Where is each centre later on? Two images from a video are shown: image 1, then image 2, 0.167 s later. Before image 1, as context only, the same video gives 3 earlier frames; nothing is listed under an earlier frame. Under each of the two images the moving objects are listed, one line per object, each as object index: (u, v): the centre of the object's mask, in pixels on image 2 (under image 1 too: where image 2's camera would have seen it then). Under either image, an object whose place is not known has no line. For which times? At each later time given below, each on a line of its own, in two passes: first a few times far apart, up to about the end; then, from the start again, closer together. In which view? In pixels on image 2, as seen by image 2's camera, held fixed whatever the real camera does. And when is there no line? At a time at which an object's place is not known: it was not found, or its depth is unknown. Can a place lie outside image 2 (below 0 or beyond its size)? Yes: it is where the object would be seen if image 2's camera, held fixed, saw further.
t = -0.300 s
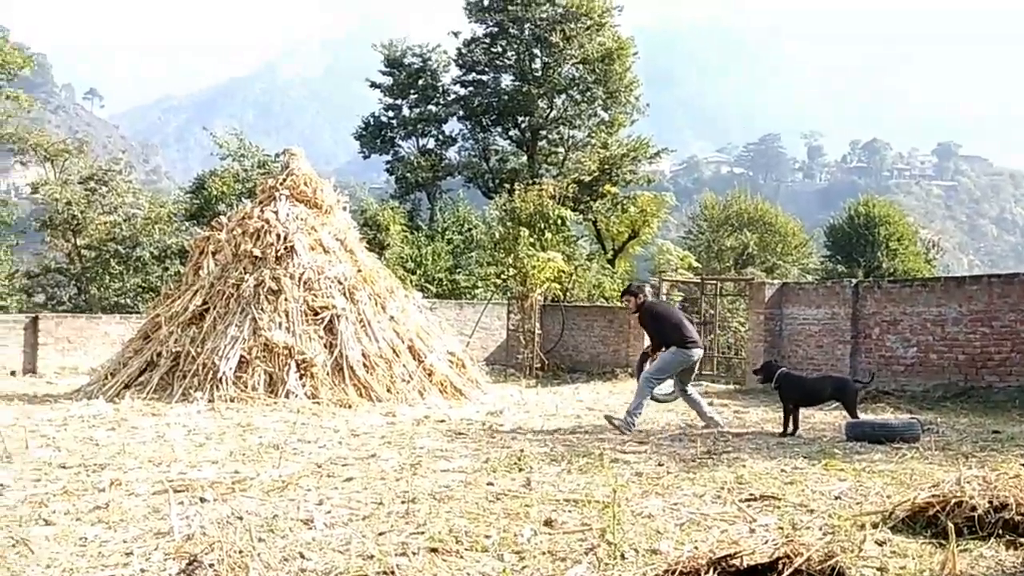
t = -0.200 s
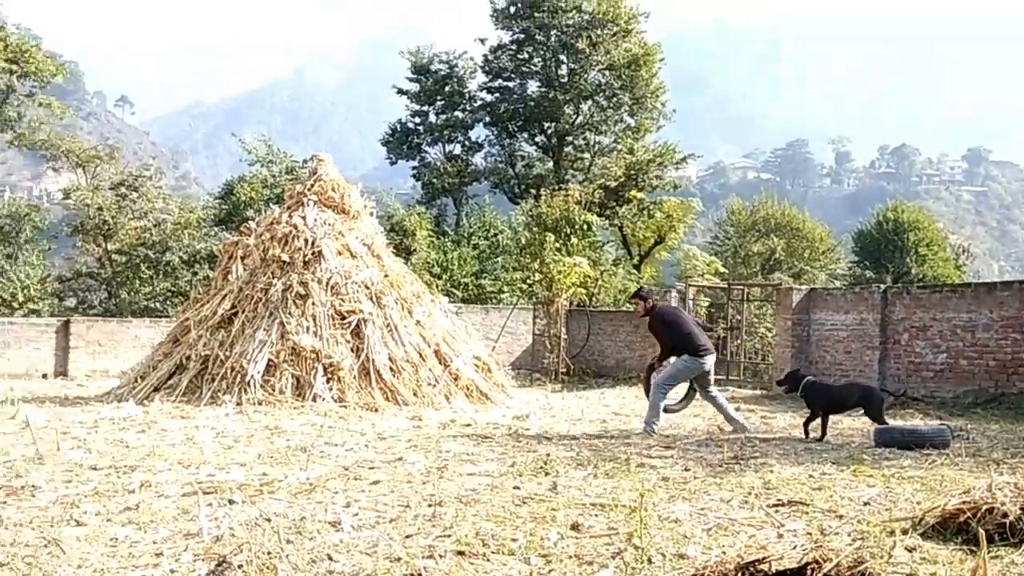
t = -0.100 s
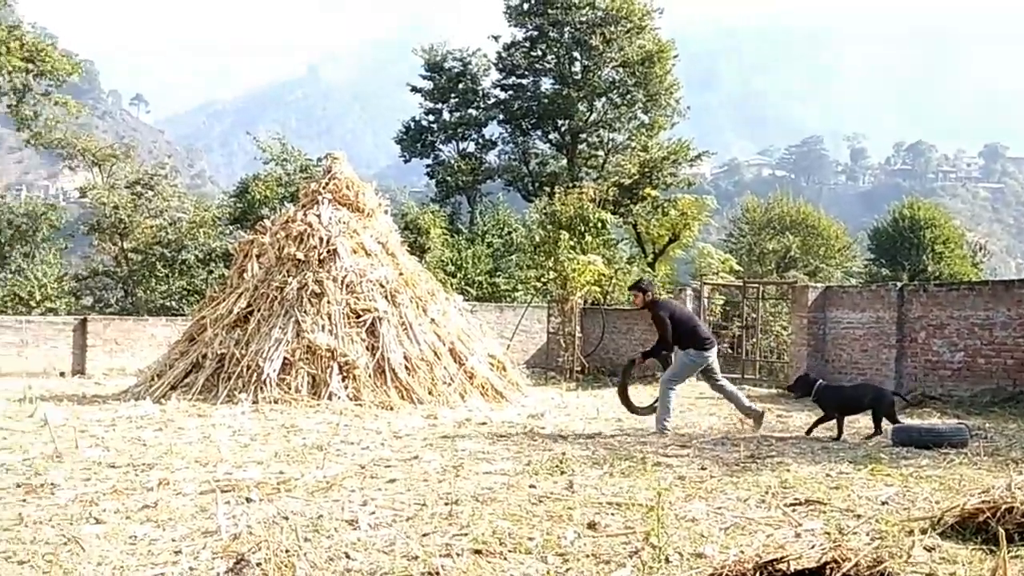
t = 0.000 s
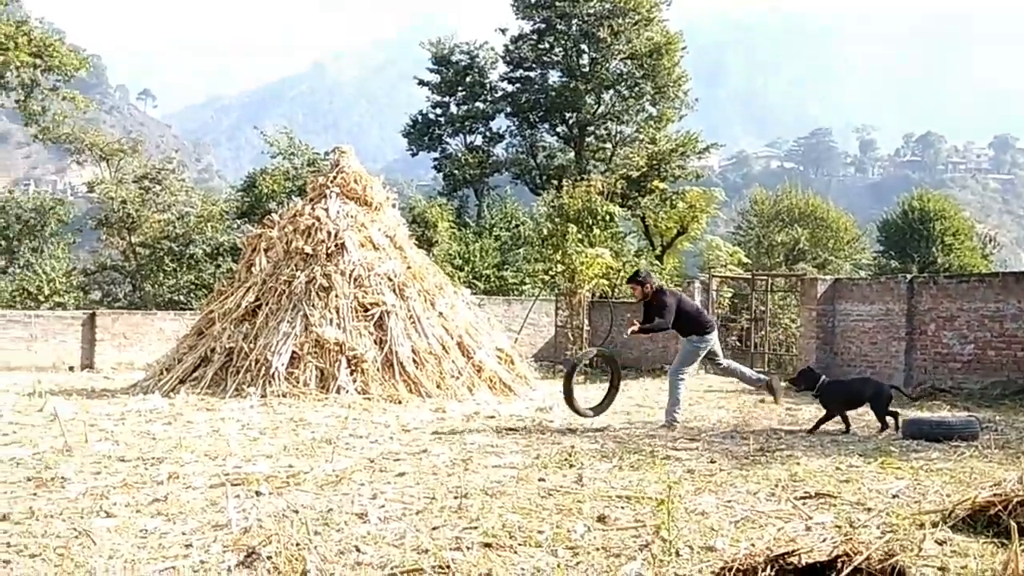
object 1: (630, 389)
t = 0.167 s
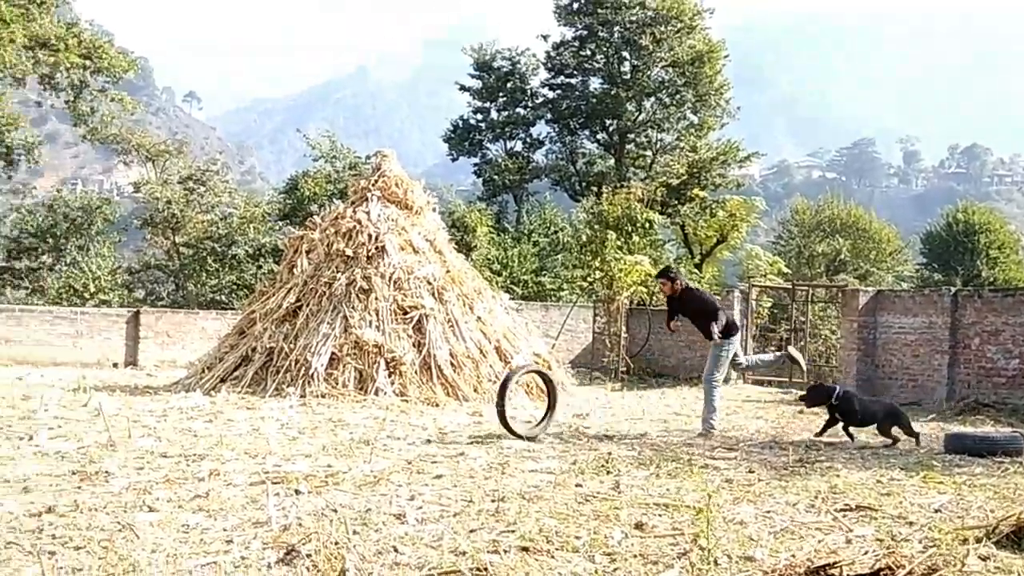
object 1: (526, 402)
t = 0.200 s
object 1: (513, 397)
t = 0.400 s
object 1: (421, 400)
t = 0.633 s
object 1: (312, 399)
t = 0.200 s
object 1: (513, 397)
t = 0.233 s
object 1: (498, 395)
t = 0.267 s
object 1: (484, 393)
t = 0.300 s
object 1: (469, 393)
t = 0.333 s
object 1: (453, 394)
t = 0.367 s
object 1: (437, 397)
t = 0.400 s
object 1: (421, 400)
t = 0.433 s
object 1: (404, 406)
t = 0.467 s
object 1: (371, 395)
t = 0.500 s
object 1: (371, 412)
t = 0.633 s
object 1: (312, 399)
